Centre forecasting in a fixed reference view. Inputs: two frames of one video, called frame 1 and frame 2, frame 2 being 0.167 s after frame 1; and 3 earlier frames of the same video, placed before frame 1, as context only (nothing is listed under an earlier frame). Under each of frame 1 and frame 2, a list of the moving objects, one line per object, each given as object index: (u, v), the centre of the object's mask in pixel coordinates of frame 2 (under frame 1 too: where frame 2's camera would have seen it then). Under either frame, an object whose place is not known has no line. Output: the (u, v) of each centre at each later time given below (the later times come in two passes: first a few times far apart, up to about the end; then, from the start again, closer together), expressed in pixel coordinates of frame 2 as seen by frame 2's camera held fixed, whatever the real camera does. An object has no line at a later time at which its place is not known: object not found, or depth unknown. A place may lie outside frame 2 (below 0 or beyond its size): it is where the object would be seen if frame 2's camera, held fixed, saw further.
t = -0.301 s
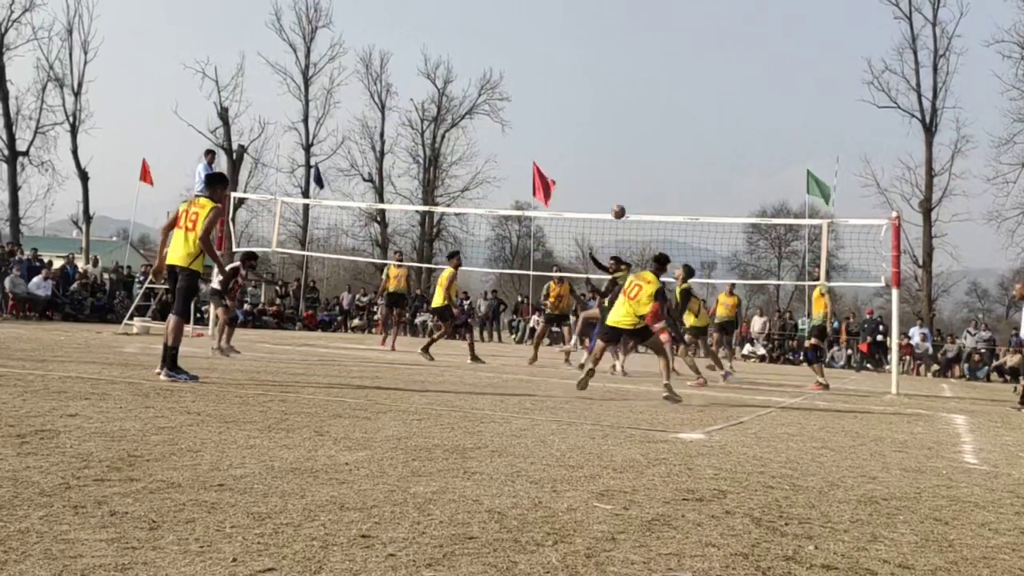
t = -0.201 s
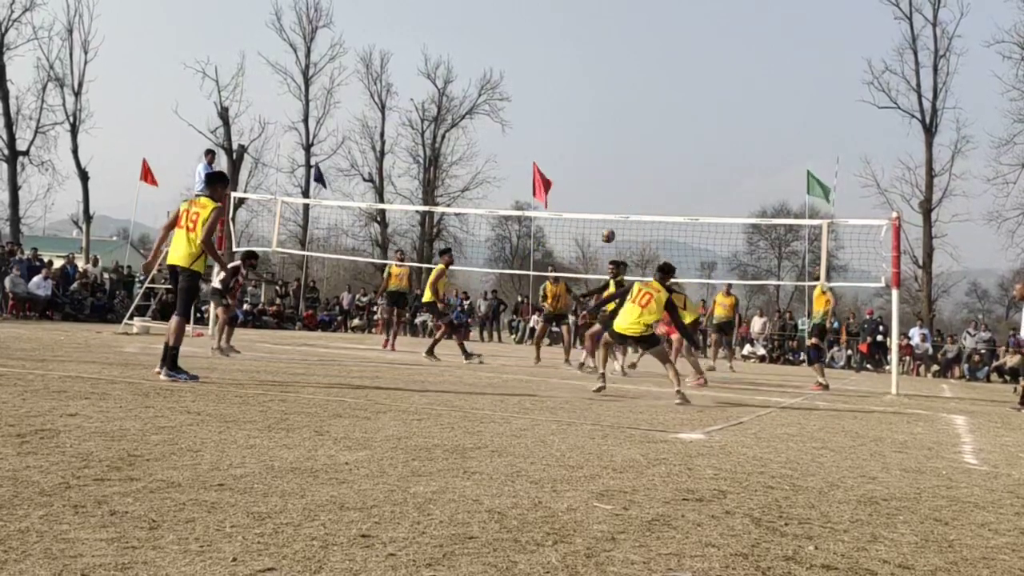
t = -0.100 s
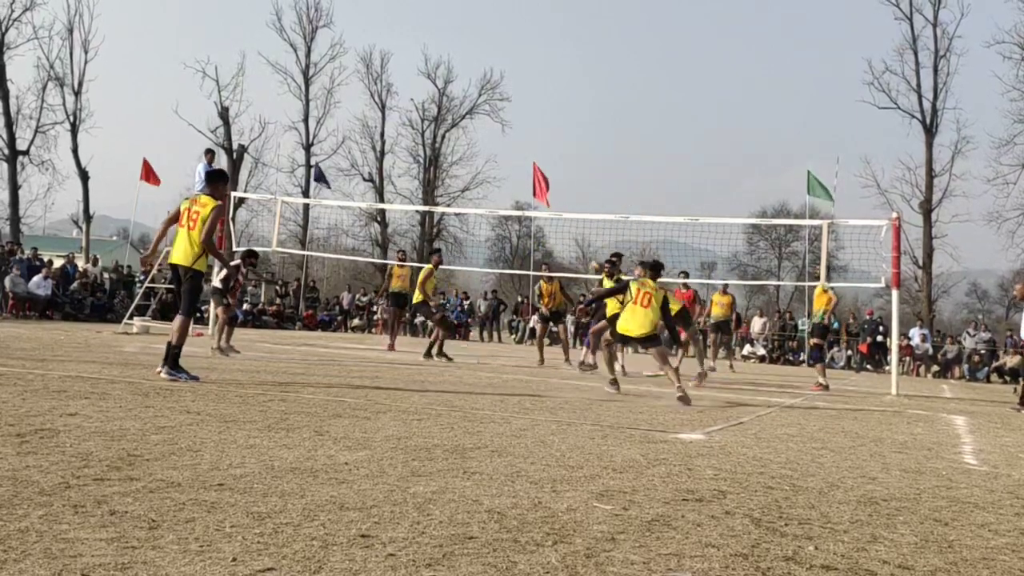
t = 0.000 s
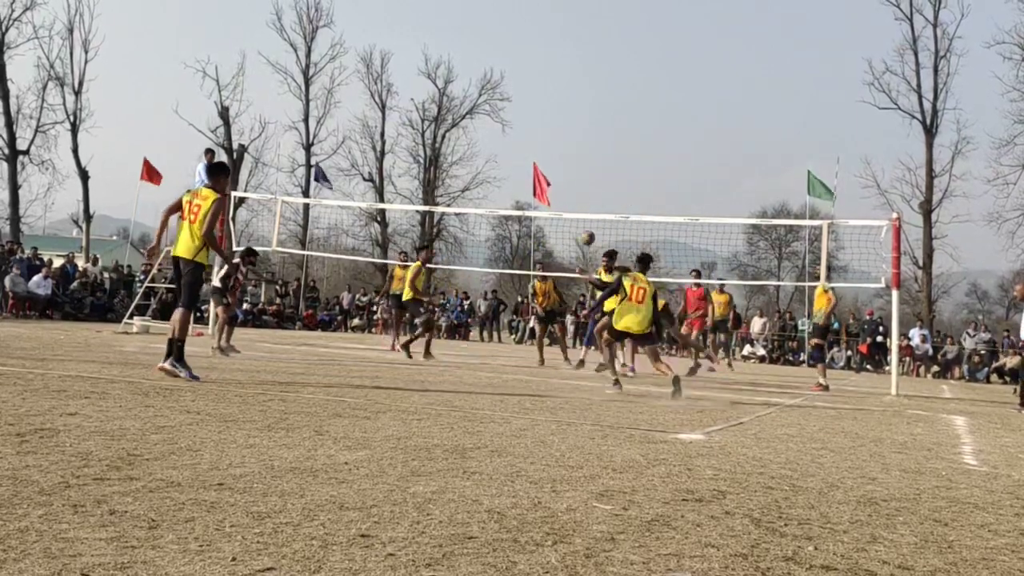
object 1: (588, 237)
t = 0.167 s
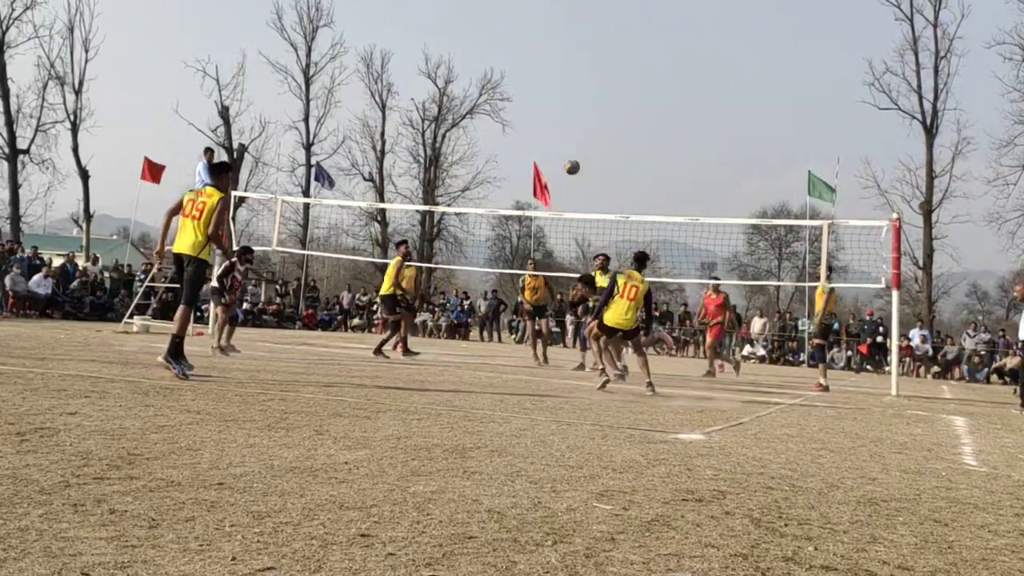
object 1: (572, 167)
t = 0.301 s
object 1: (560, 125)
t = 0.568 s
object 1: (532, 78)
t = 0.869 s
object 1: (498, 89)
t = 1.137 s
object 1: (463, 158)
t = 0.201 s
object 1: (568, 155)
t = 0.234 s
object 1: (565, 144)
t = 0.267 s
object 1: (563, 134)
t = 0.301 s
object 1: (560, 125)
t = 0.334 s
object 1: (556, 116)
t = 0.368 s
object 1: (552, 108)
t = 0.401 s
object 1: (549, 101)
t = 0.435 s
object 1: (545, 94)
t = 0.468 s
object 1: (542, 89)
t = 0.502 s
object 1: (538, 84)
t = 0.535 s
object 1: (535, 81)
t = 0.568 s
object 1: (532, 78)
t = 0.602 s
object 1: (528, 76)
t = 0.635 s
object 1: (524, 75)
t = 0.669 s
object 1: (521, 74)
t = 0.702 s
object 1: (517, 75)
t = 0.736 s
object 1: (512, 76)
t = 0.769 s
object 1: (509, 77)
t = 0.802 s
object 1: (505, 80)
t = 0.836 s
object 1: (500, 84)
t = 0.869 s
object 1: (498, 89)
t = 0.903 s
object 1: (493, 94)
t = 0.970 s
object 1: (485, 108)
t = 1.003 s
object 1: (480, 117)
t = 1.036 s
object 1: (477, 125)
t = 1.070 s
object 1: (471, 136)
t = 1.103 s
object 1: (467, 146)
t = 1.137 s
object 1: (463, 158)
